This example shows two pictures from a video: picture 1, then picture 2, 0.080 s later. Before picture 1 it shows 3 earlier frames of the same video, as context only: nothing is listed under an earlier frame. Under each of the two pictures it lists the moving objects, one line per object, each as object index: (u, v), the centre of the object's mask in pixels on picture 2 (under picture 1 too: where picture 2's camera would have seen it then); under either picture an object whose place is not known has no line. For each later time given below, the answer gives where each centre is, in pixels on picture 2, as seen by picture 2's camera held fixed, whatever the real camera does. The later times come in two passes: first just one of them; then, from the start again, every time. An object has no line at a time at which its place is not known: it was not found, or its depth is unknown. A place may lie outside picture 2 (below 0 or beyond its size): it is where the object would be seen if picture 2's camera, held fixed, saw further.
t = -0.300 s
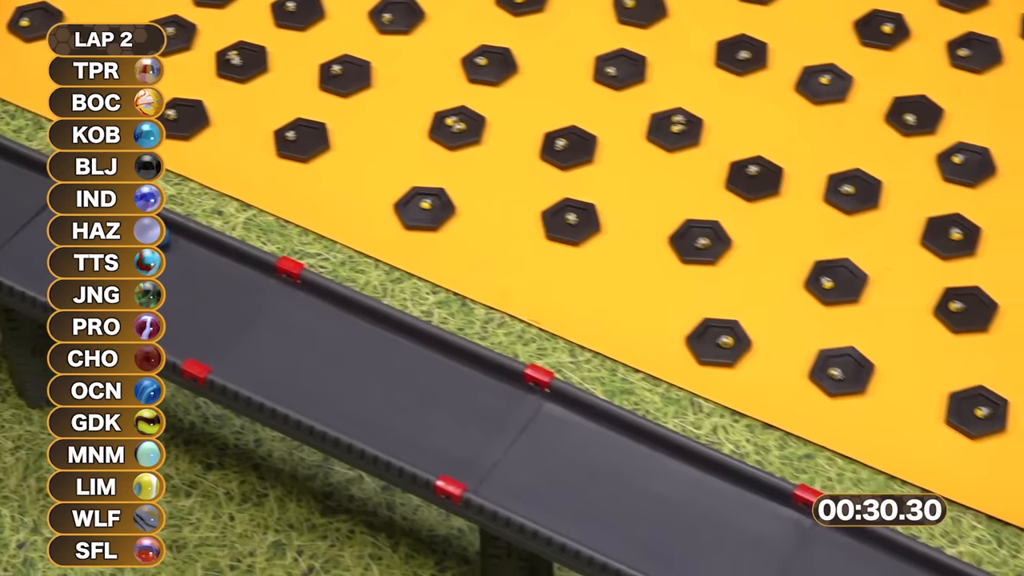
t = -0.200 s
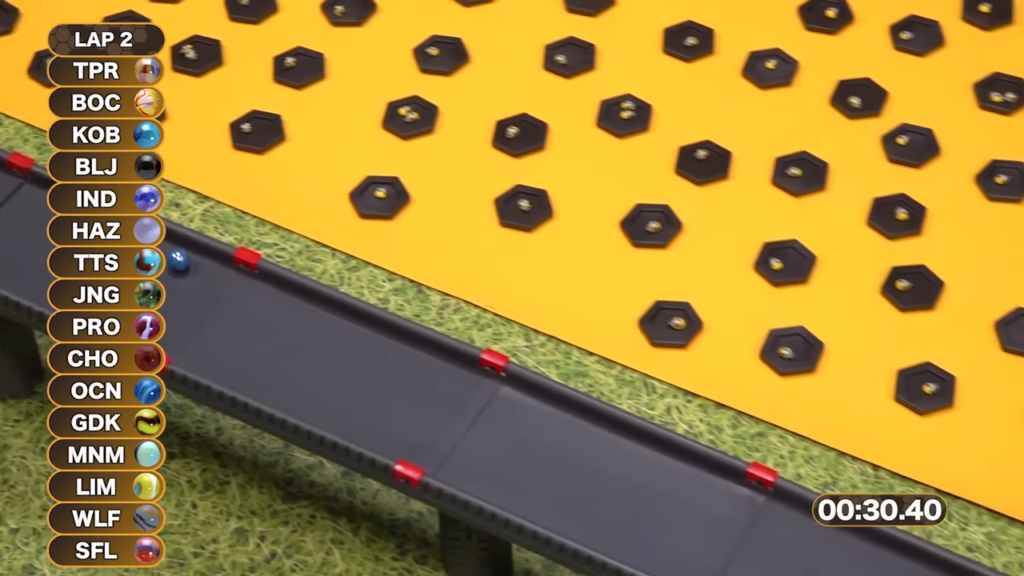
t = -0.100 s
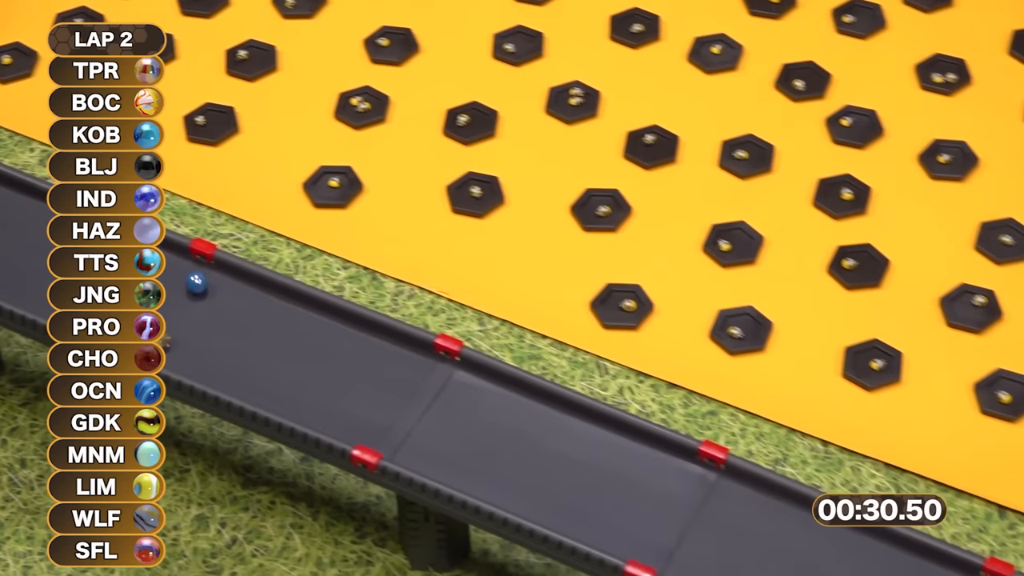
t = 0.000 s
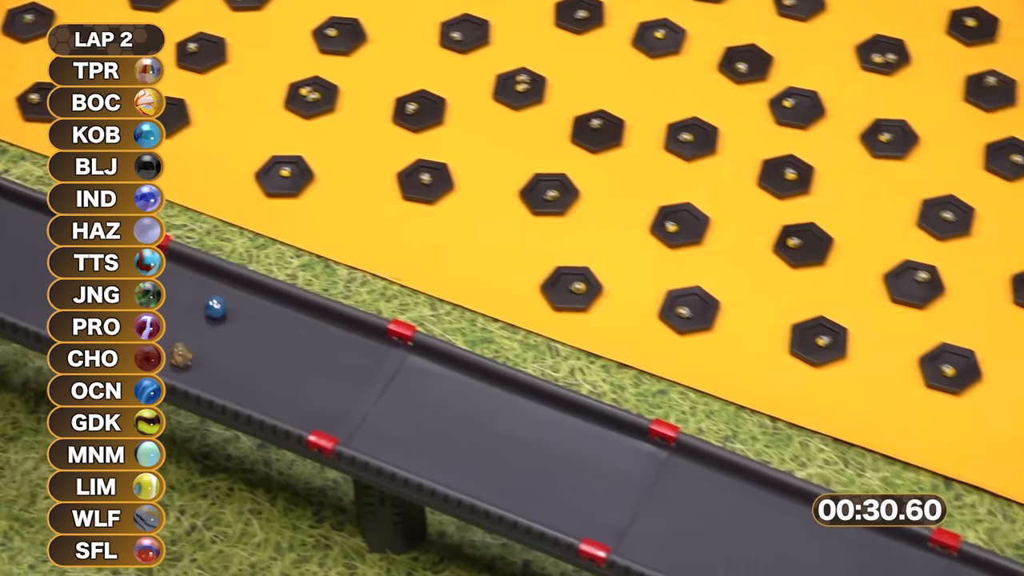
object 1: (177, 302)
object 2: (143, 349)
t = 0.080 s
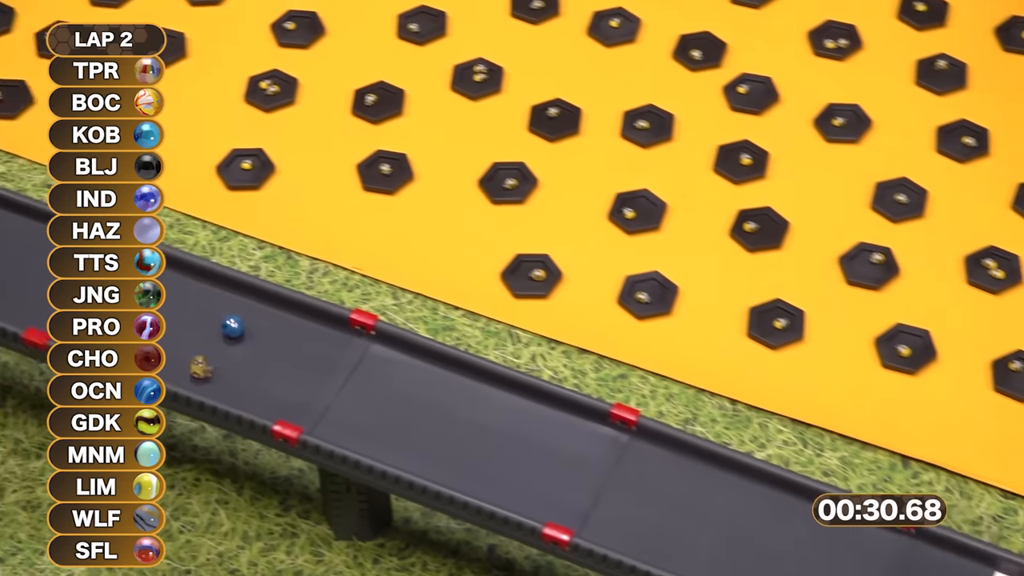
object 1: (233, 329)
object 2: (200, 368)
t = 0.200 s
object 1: (317, 367)
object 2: (288, 395)
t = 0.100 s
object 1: (247, 335)
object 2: (215, 374)
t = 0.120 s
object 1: (261, 342)
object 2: (230, 377)
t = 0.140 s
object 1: (275, 348)
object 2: (244, 381)
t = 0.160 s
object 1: (289, 355)
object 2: (259, 386)
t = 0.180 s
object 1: (303, 361)
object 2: (274, 390)
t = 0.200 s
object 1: (317, 367)
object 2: (288, 395)
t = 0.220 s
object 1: (331, 374)
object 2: (303, 398)
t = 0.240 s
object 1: (345, 381)
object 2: (318, 403)
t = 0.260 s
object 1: (360, 389)
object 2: (332, 407)
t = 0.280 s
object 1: (374, 396)
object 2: (348, 414)
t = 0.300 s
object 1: (389, 404)
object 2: (363, 417)
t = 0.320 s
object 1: (404, 411)
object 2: (379, 421)
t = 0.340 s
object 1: (419, 419)
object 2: (395, 426)
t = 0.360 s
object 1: (435, 425)
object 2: (411, 431)
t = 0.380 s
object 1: (451, 434)
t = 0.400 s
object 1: (467, 442)
